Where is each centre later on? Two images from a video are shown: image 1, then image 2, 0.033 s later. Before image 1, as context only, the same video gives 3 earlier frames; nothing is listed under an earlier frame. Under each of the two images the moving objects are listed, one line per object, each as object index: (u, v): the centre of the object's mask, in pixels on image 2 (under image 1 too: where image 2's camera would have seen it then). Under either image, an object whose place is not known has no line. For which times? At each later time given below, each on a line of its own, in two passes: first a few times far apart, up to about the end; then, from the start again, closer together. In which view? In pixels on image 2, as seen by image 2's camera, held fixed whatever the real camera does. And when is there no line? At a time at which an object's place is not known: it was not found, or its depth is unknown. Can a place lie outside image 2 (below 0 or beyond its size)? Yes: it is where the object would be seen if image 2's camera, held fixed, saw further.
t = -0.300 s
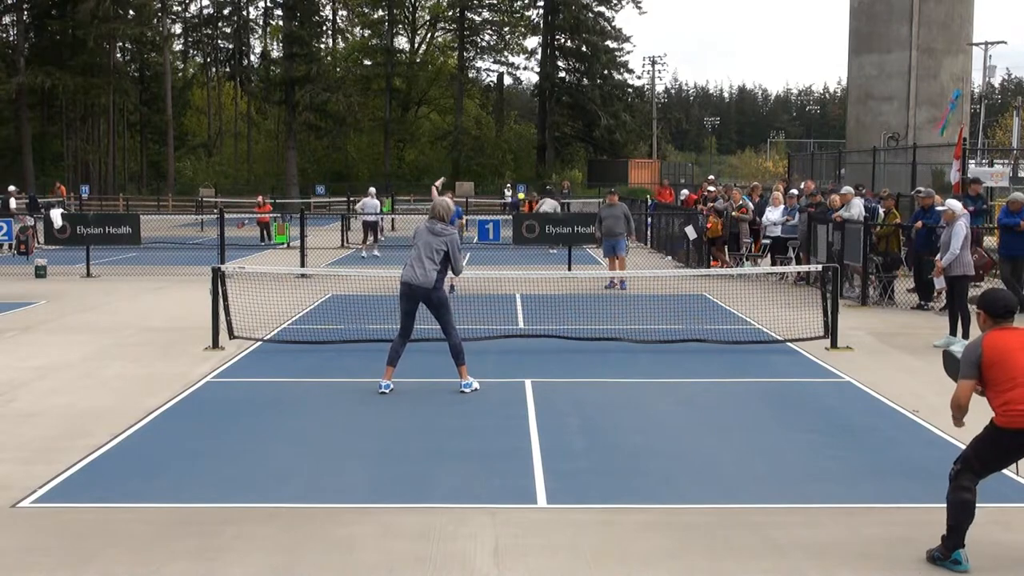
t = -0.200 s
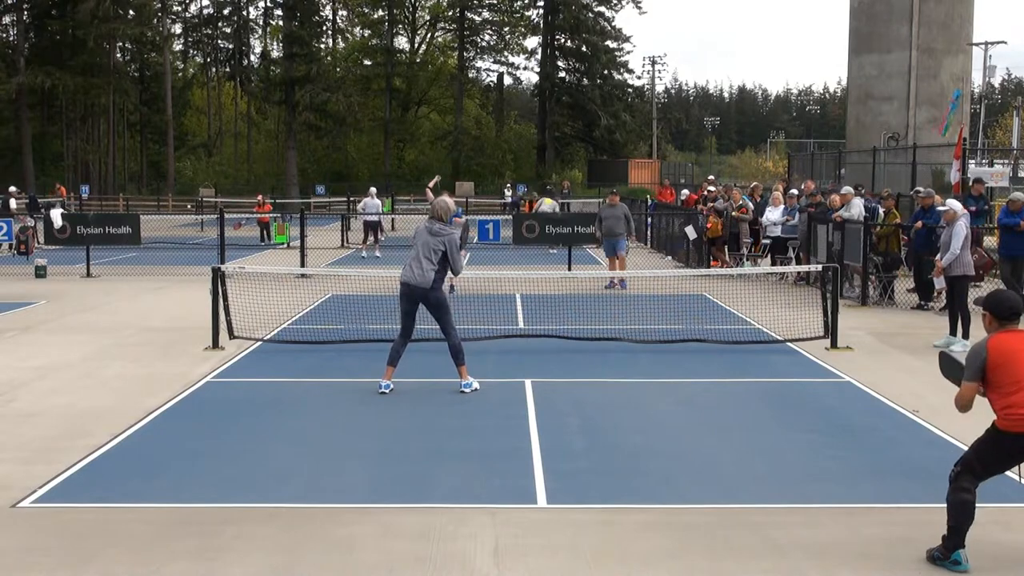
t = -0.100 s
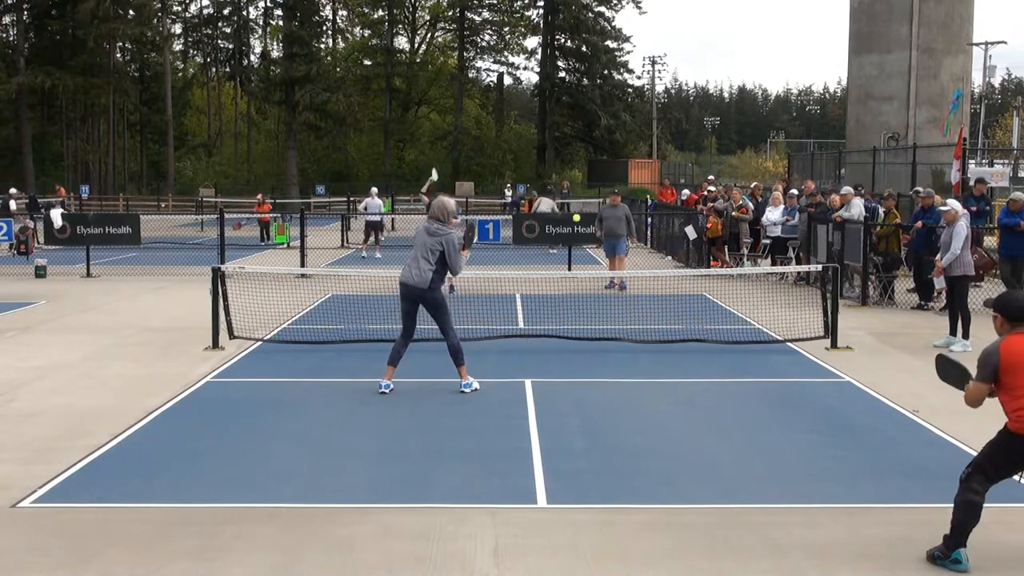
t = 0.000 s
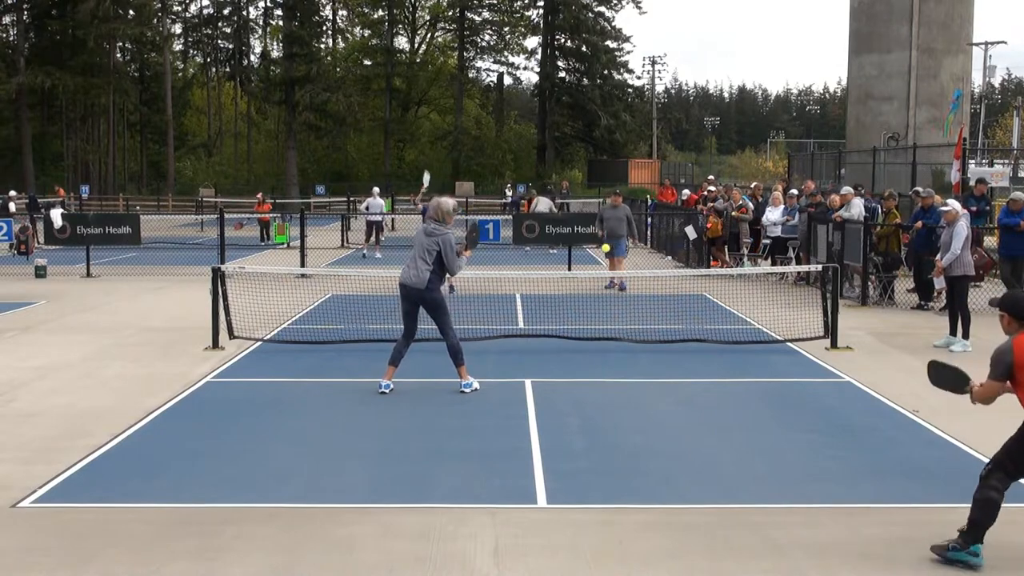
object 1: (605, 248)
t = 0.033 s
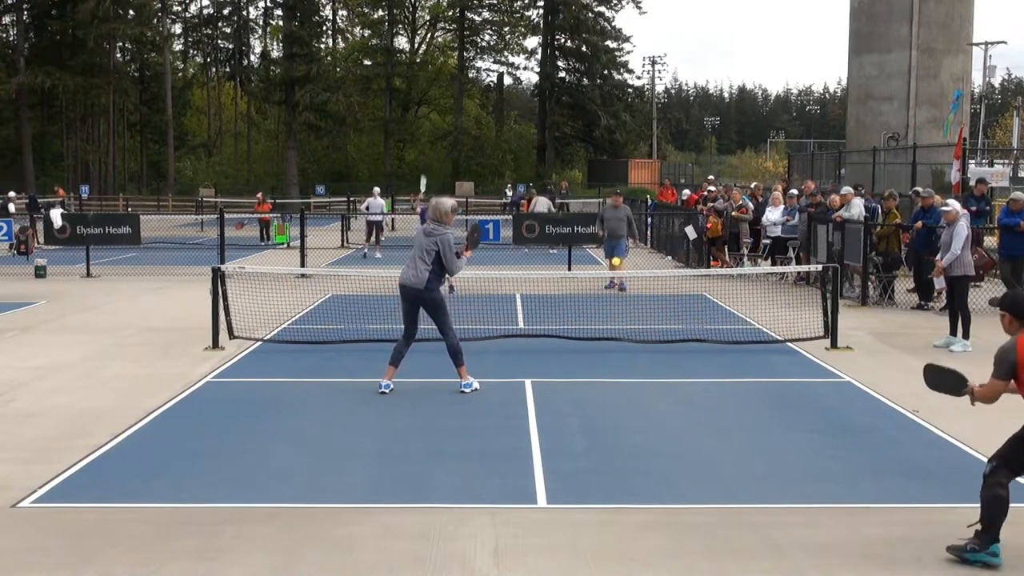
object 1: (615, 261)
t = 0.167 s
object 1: (657, 335)
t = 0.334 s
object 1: (709, 399)
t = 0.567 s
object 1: (779, 366)
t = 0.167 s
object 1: (657, 335)
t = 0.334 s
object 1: (709, 399)
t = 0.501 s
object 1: (758, 367)
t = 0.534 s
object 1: (768, 366)
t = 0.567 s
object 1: (779, 366)
